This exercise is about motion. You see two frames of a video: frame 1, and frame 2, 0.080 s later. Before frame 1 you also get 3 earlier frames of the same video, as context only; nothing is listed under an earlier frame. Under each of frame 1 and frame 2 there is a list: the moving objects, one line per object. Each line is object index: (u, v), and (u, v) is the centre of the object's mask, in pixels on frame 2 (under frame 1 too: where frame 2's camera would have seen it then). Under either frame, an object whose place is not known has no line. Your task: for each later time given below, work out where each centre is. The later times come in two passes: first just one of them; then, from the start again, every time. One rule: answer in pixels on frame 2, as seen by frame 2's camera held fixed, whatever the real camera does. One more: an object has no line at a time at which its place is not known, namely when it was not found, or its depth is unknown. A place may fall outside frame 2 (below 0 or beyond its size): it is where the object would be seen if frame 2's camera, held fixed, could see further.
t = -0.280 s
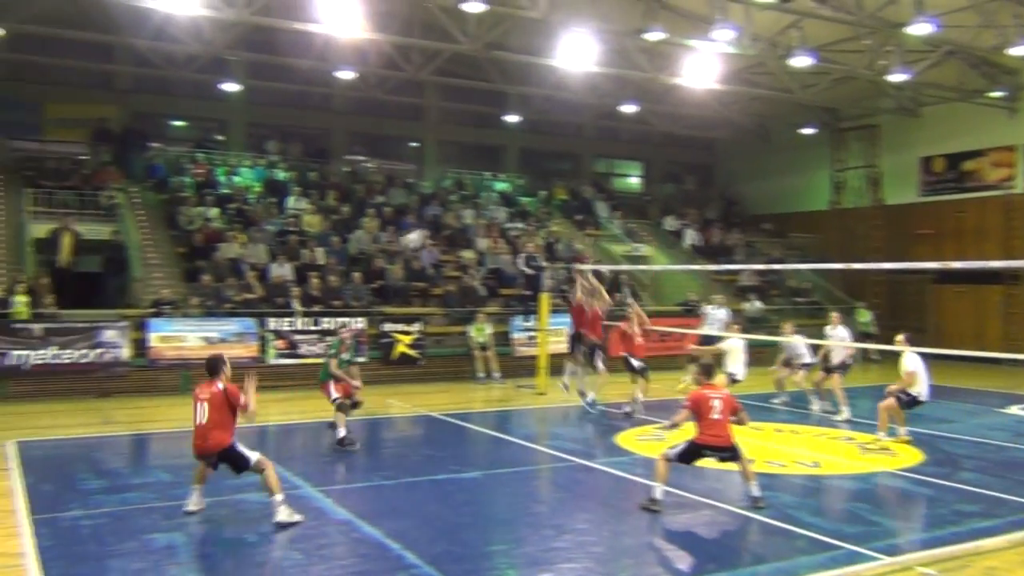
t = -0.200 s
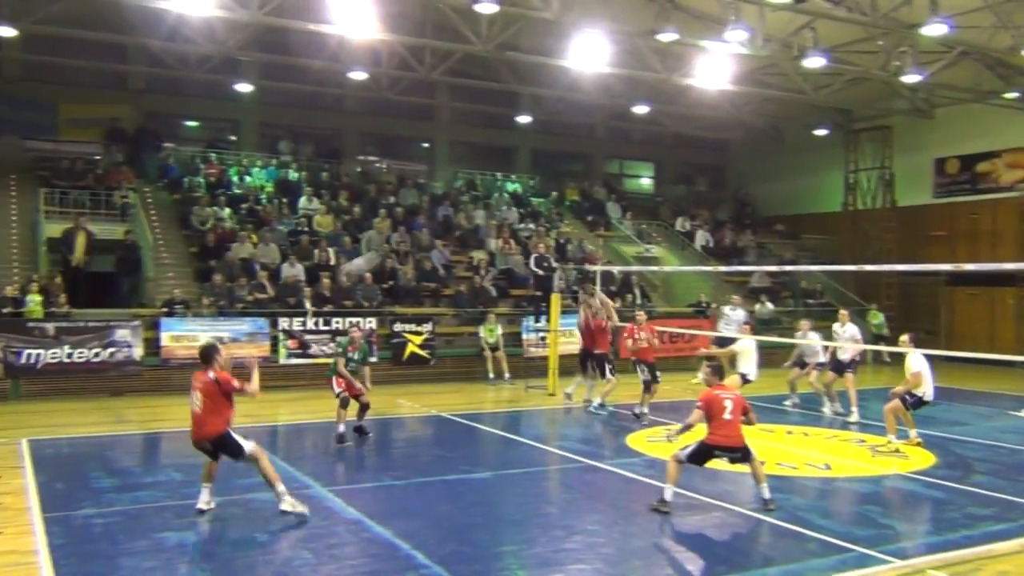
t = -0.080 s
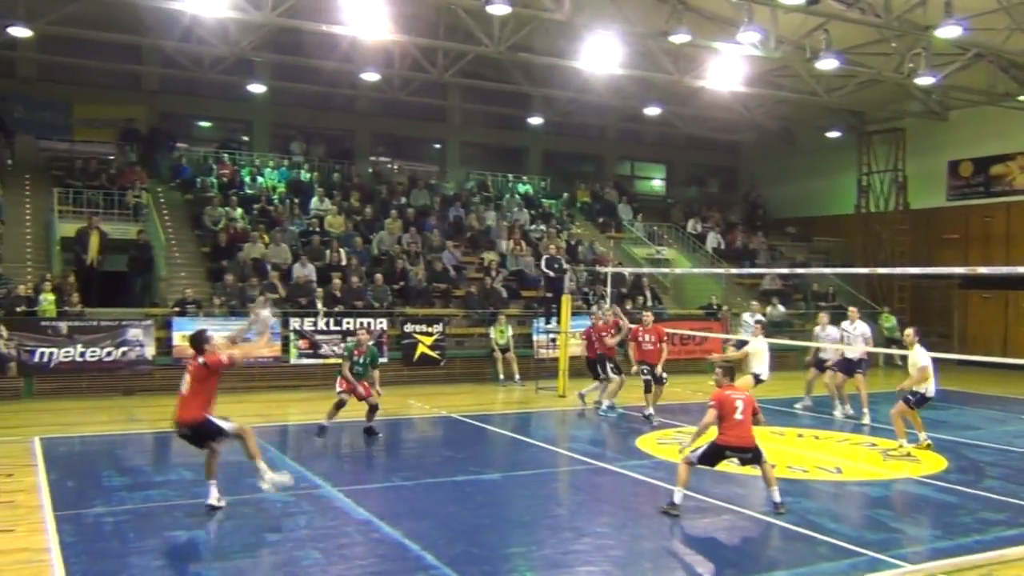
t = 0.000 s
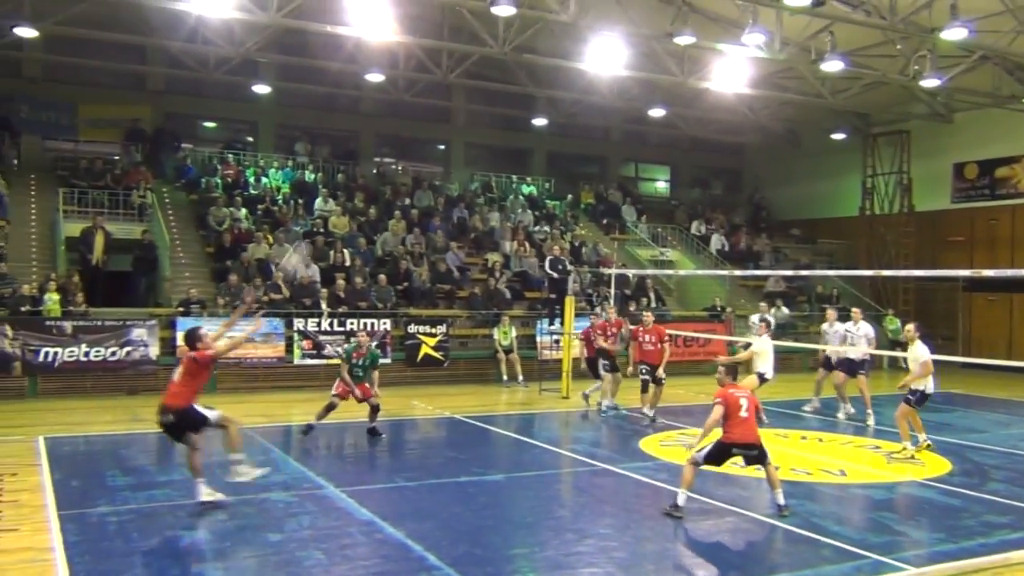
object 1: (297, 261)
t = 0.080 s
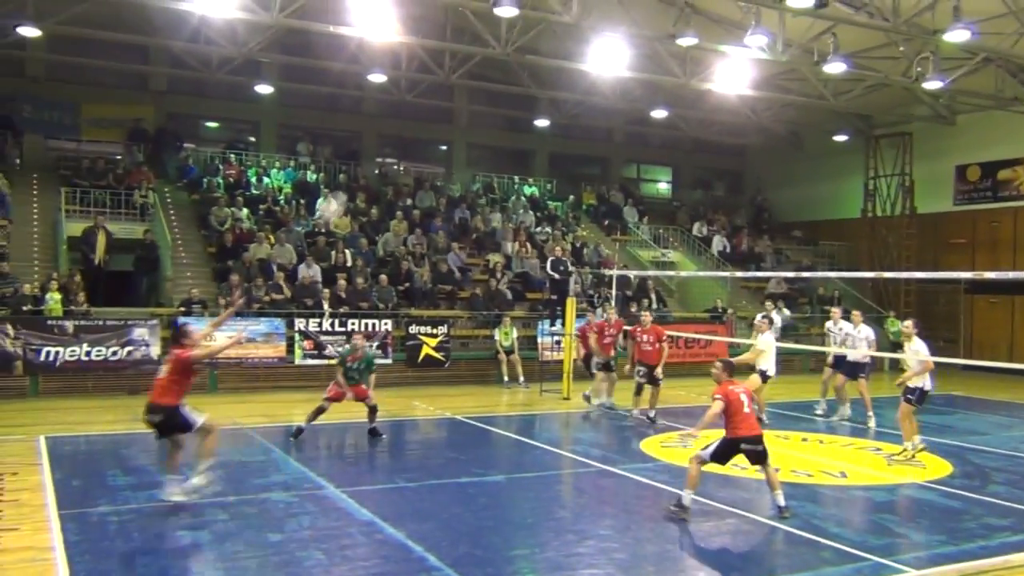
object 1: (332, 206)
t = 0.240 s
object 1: (398, 131)
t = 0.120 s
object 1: (349, 186)
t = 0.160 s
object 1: (366, 166)
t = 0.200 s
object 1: (382, 146)
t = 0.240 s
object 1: (398, 131)
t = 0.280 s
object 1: (414, 116)
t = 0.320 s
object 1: (429, 102)
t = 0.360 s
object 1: (444, 91)
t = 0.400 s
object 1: (458, 81)
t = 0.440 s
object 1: (482, 72)
